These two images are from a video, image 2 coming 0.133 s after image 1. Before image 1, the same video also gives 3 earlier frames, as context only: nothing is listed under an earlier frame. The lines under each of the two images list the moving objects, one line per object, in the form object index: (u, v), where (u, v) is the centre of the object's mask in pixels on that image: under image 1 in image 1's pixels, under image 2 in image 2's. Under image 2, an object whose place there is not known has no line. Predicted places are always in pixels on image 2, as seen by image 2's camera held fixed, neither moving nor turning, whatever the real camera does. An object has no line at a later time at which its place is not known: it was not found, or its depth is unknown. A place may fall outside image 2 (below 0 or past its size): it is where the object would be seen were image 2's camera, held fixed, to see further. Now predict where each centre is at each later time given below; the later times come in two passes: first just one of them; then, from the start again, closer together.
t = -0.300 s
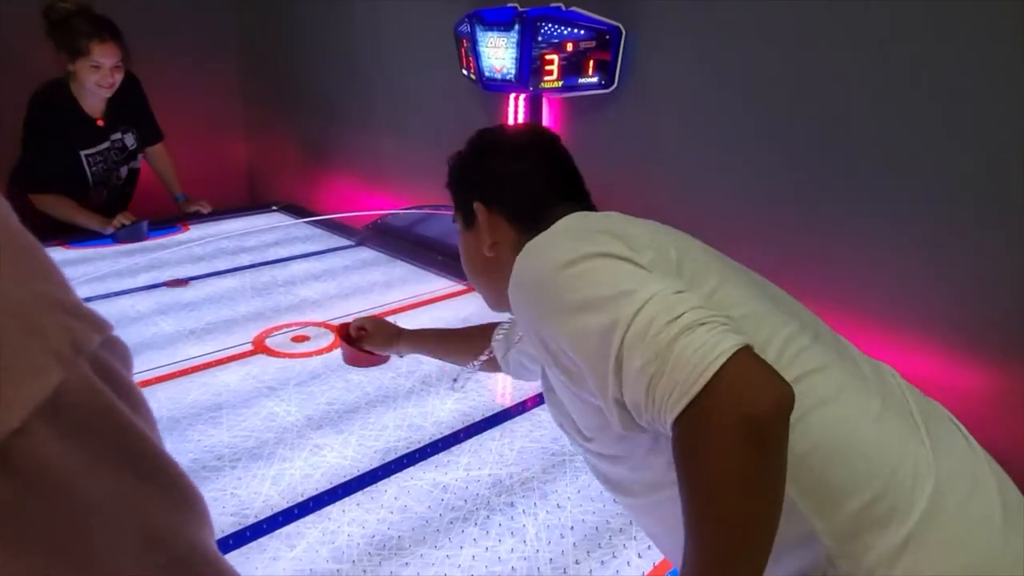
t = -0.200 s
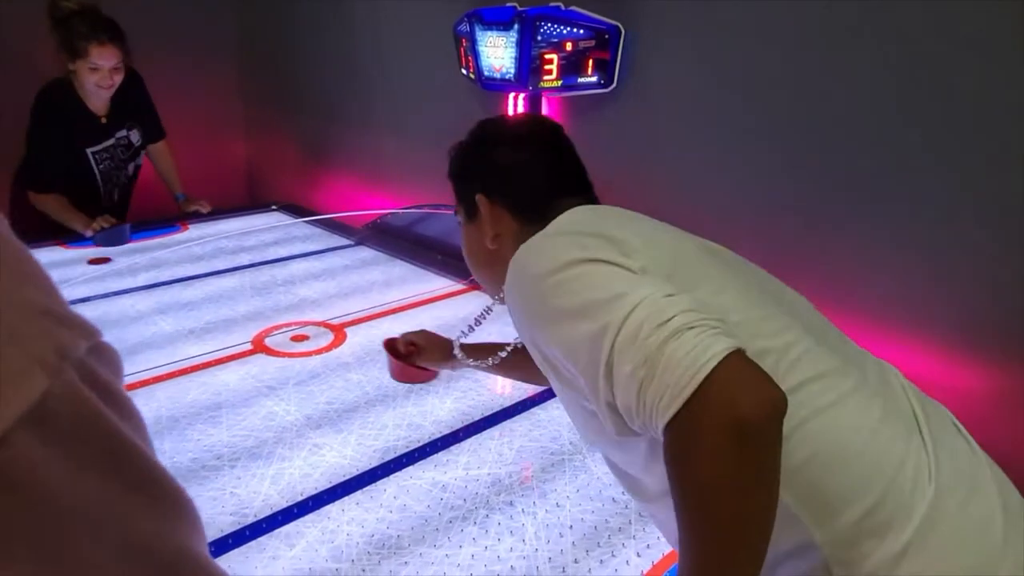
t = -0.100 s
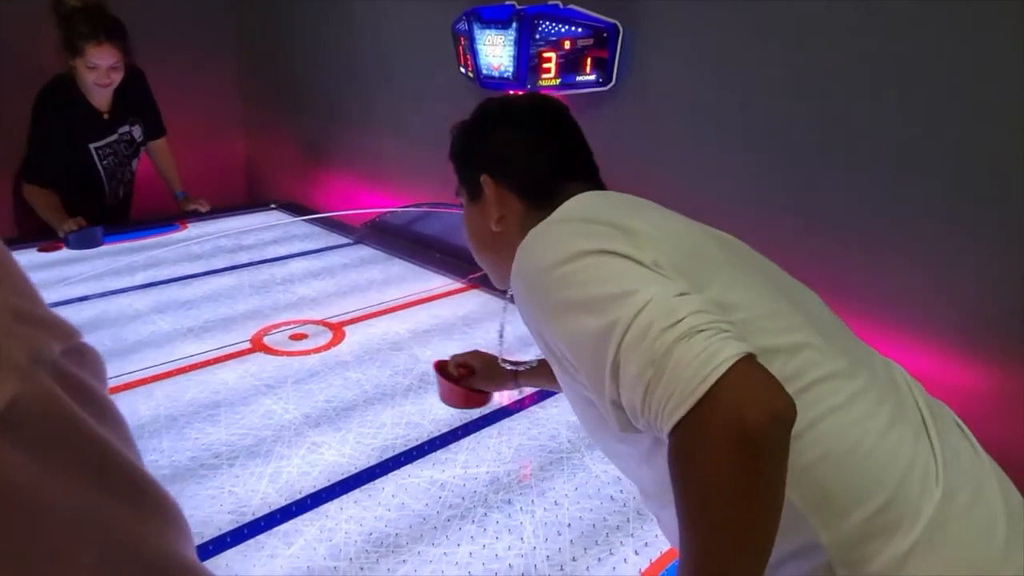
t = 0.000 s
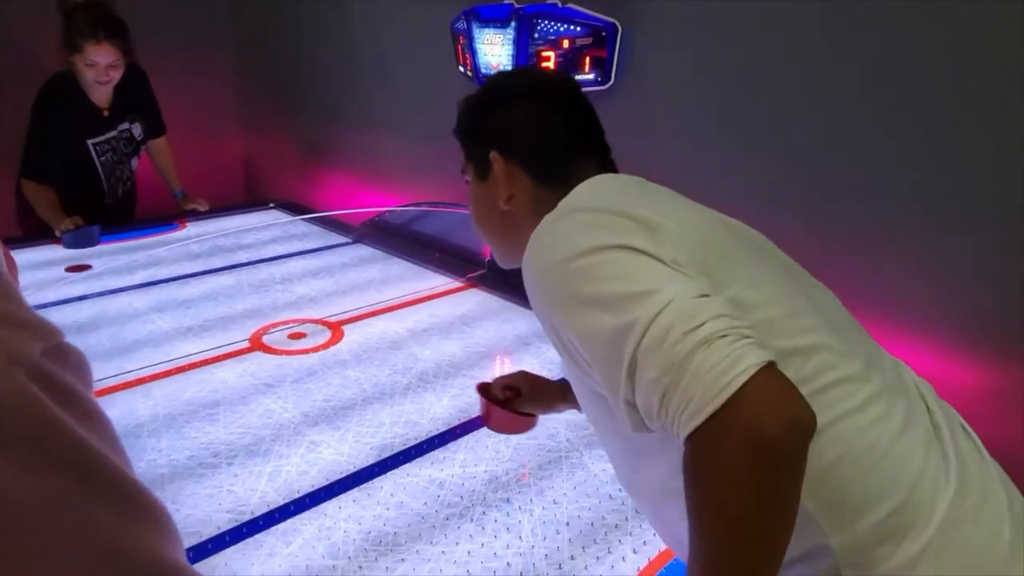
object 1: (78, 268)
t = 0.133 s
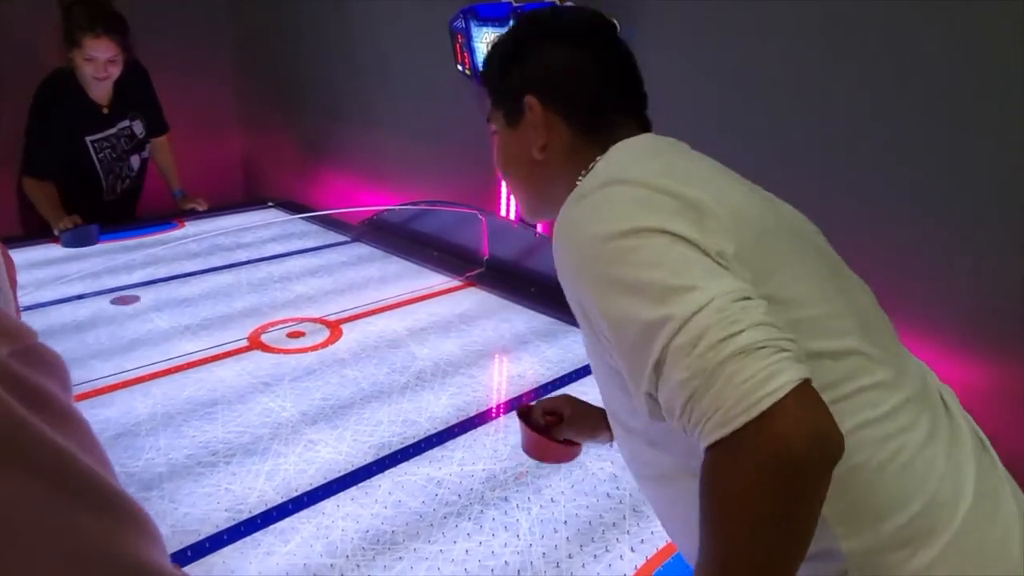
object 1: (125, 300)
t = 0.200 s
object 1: (153, 319)
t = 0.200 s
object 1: (153, 319)
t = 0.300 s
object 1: (203, 352)
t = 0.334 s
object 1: (221, 365)
